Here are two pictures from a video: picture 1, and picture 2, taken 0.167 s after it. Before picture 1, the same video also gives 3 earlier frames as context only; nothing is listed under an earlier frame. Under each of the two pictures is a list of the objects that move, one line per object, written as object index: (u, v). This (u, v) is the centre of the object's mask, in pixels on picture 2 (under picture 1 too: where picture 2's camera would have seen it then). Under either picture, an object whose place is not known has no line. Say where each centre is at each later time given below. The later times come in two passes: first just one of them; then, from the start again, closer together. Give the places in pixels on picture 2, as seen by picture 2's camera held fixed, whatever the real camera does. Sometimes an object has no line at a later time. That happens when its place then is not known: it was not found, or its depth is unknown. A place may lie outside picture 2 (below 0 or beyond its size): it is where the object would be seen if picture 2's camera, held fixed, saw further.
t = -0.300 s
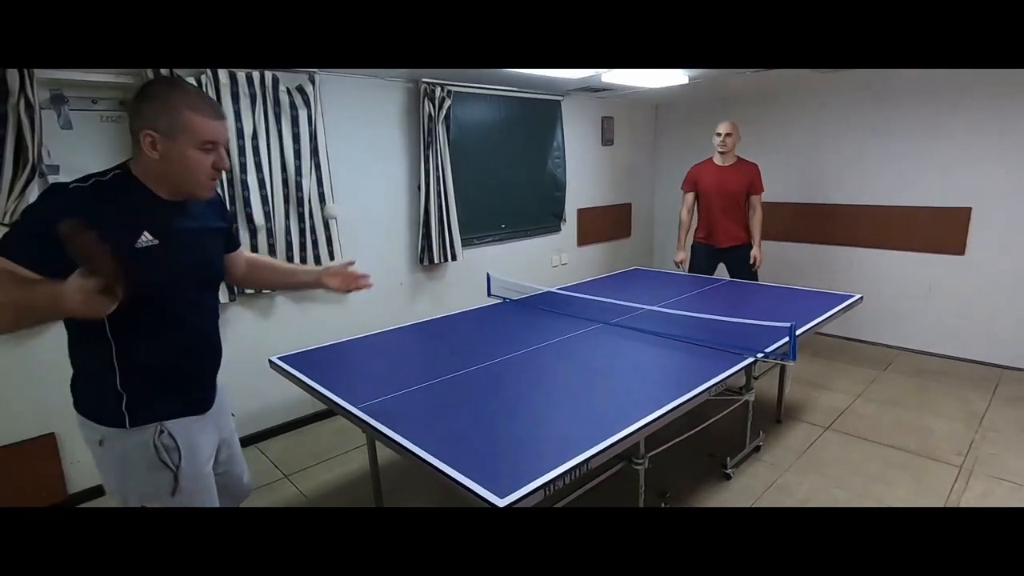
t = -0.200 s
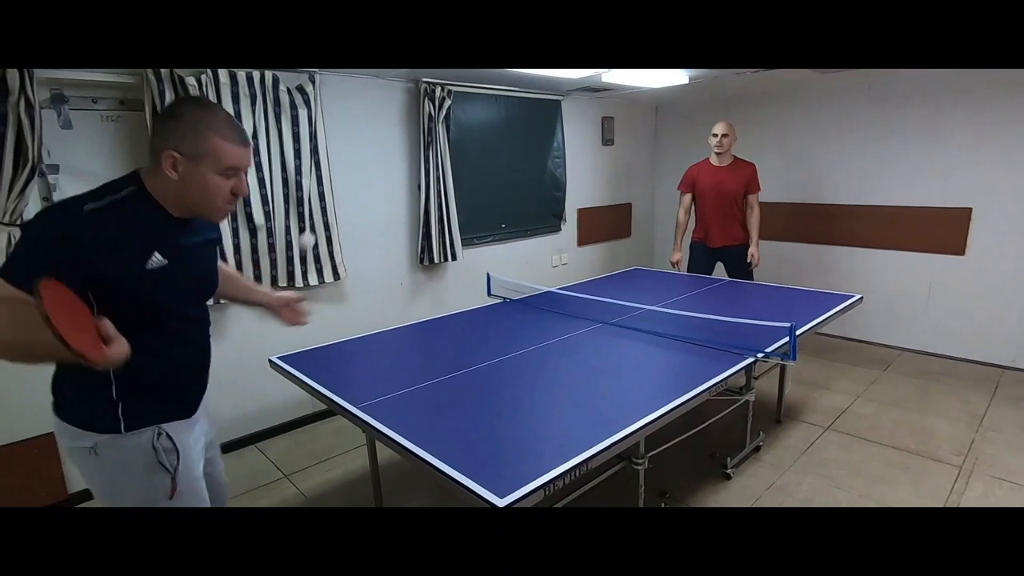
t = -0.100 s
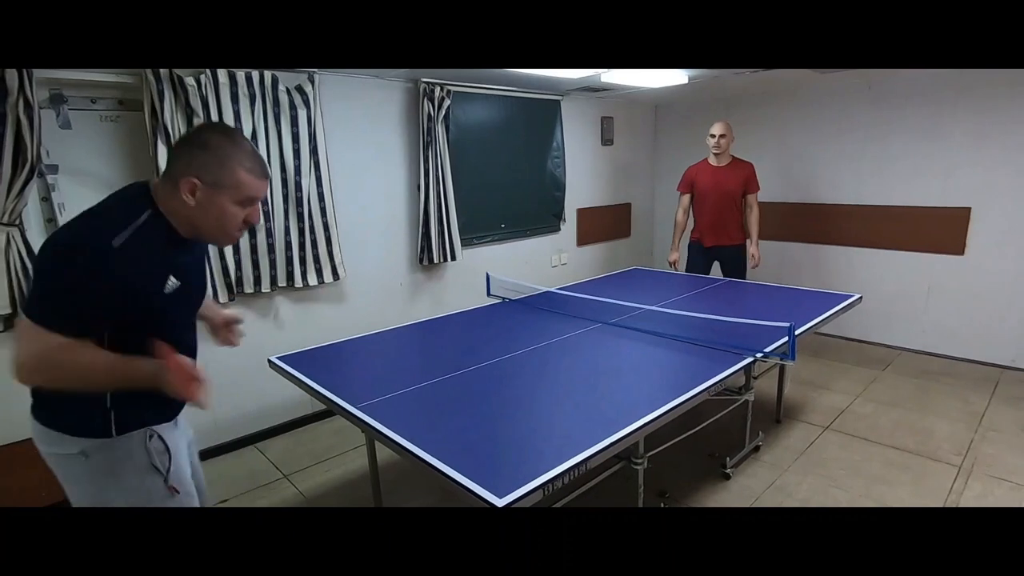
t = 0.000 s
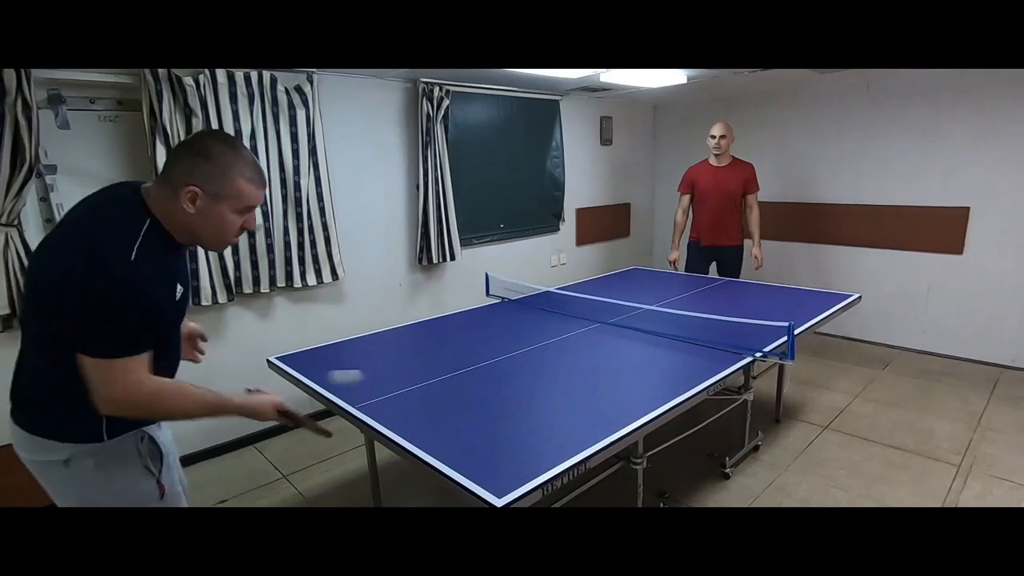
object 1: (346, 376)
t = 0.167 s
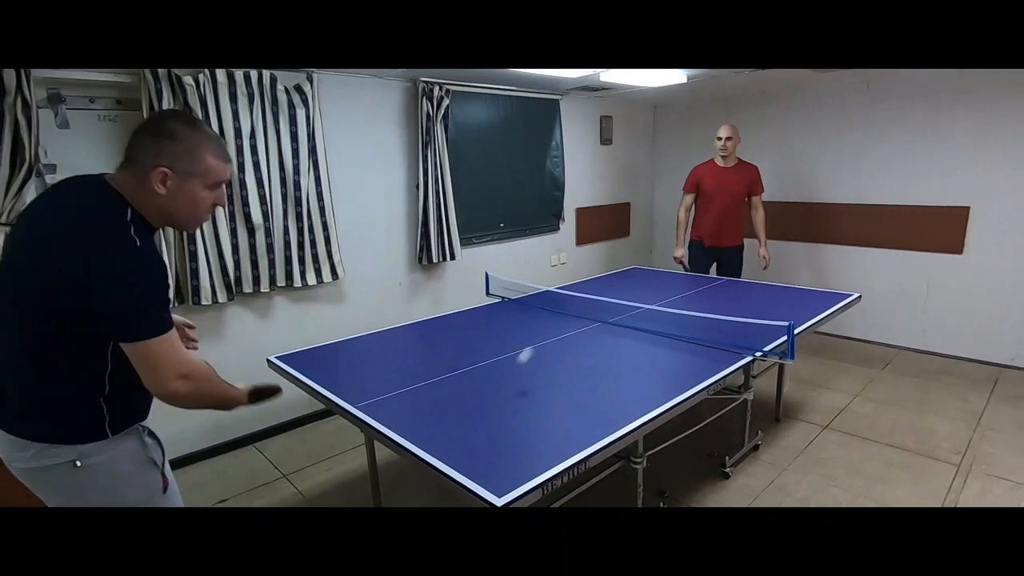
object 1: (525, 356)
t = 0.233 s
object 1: (563, 318)
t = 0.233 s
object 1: (563, 318)
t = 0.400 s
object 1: (634, 285)
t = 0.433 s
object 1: (646, 286)
